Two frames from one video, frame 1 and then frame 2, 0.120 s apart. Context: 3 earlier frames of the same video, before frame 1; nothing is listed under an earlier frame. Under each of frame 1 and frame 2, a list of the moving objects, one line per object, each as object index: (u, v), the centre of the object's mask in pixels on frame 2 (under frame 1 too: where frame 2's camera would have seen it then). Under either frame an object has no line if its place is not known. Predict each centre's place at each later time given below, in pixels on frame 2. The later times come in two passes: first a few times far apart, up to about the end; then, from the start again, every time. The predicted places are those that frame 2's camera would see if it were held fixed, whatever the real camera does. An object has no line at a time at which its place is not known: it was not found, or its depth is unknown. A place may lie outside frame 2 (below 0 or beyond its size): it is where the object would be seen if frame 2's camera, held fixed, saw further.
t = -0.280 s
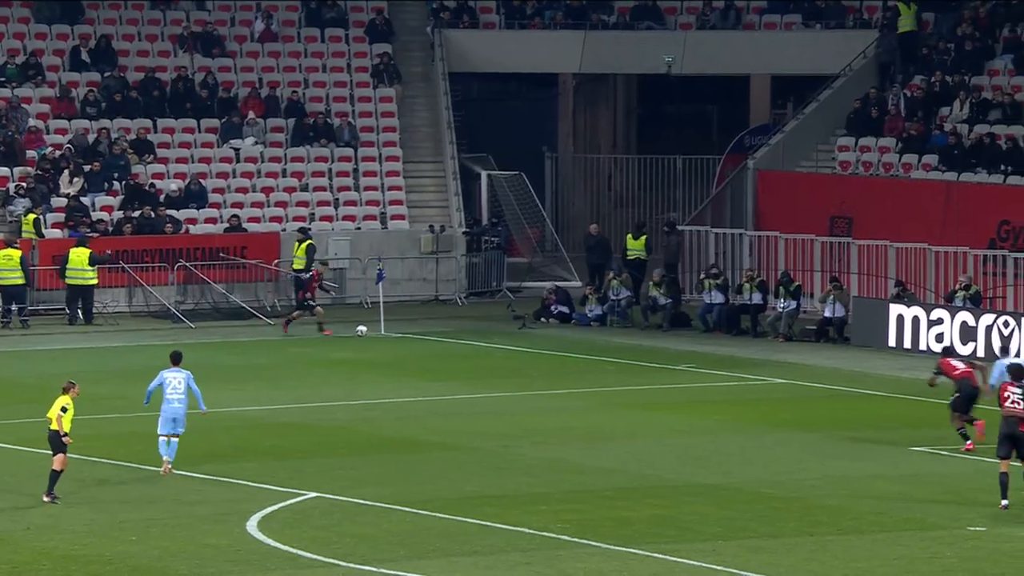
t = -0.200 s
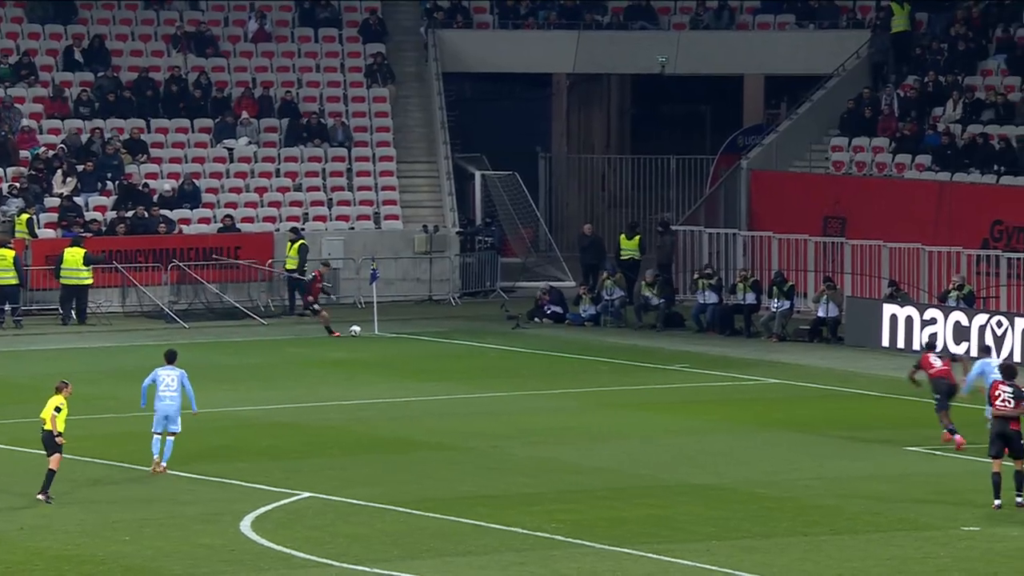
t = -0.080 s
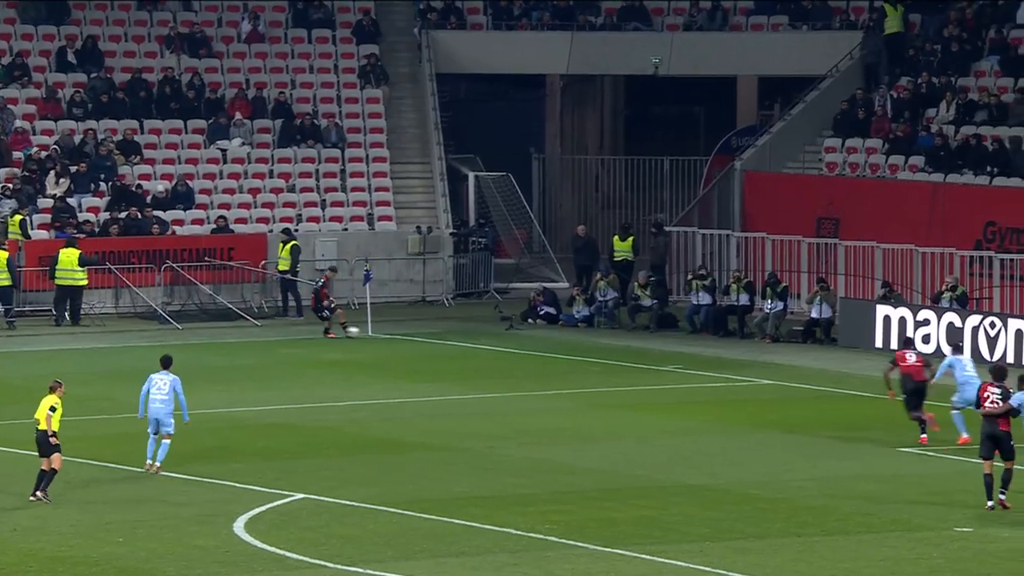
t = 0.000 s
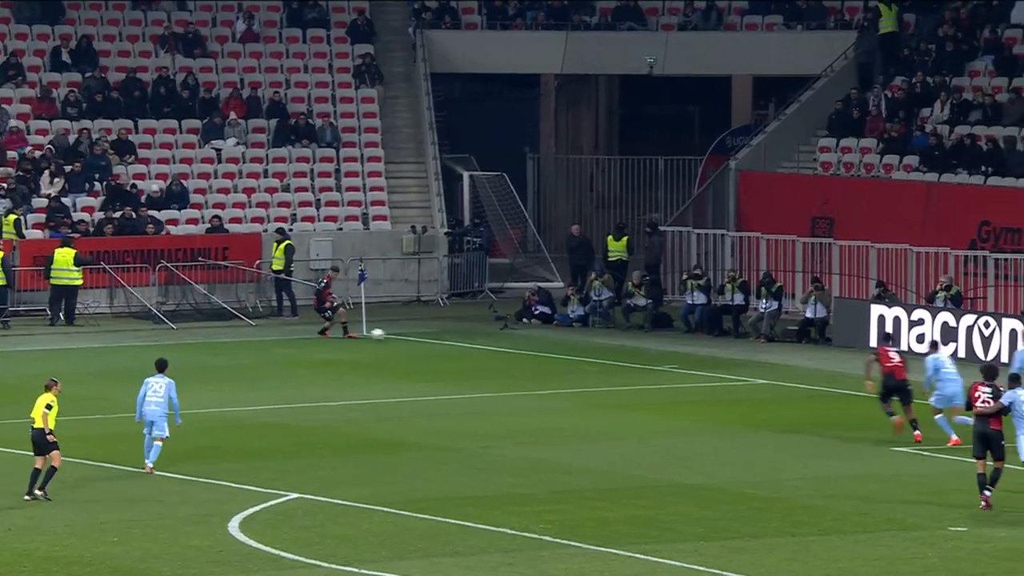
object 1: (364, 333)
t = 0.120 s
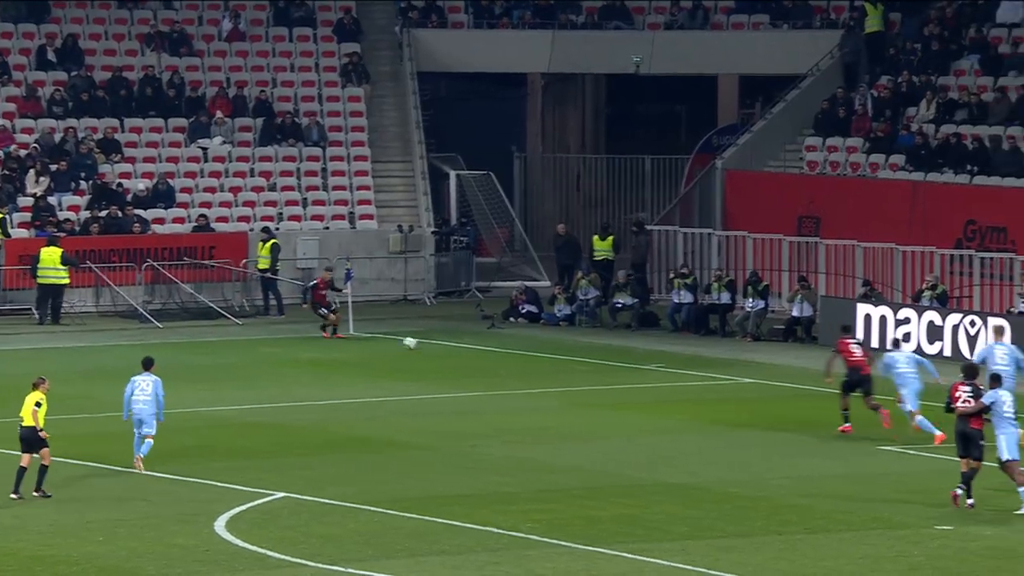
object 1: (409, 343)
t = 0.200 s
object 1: (438, 347)
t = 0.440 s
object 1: (518, 363)
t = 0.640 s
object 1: (577, 374)
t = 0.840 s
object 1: (633, 386)
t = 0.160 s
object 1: (424, 346)
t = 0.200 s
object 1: (438, 347)
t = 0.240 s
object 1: (452, 349)
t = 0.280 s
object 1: (466, 352)
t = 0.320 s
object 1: (479, 355)
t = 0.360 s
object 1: (493, 359)
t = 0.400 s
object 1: (505, 360)
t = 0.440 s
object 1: (518, 363)
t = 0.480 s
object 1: (530, 366)
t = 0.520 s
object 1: (543, 368)
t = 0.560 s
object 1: (554, 370)
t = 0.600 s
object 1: (566, 371)
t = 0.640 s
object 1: (577, 374)
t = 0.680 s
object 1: (589, 378)
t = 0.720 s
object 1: (600, 379)
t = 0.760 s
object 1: (611, 380)
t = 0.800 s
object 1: (622, 382)
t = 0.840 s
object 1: (633, 386)
